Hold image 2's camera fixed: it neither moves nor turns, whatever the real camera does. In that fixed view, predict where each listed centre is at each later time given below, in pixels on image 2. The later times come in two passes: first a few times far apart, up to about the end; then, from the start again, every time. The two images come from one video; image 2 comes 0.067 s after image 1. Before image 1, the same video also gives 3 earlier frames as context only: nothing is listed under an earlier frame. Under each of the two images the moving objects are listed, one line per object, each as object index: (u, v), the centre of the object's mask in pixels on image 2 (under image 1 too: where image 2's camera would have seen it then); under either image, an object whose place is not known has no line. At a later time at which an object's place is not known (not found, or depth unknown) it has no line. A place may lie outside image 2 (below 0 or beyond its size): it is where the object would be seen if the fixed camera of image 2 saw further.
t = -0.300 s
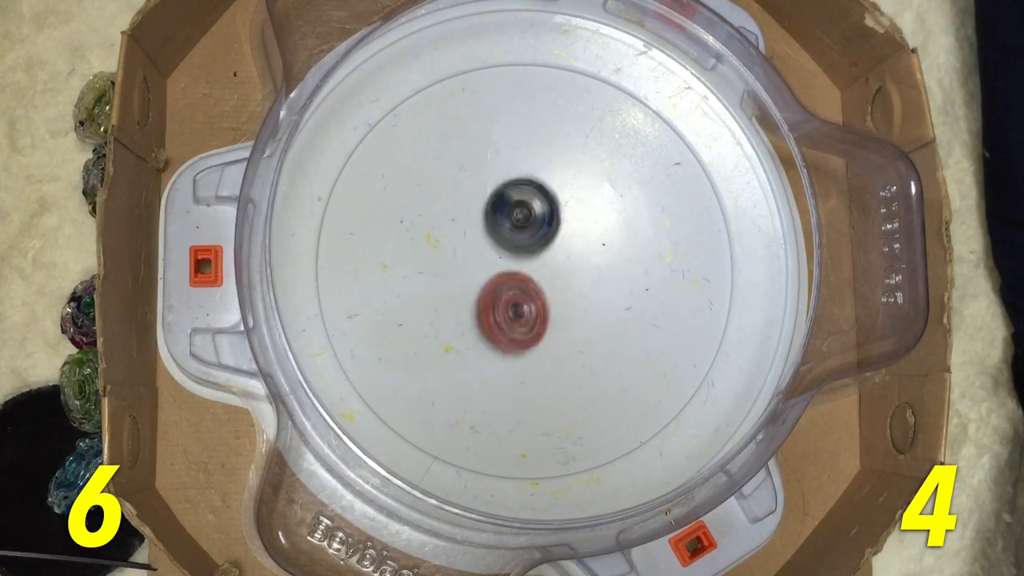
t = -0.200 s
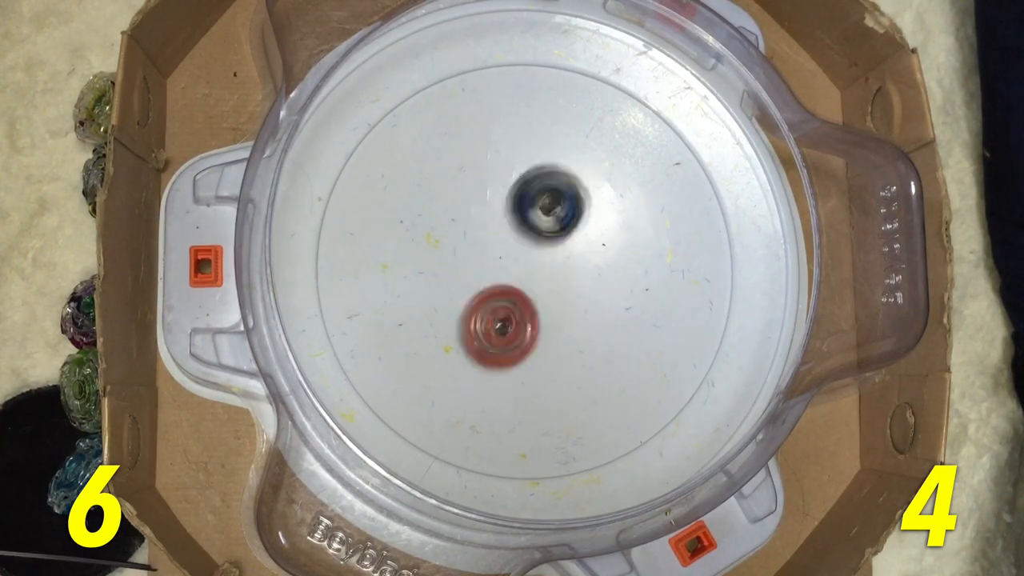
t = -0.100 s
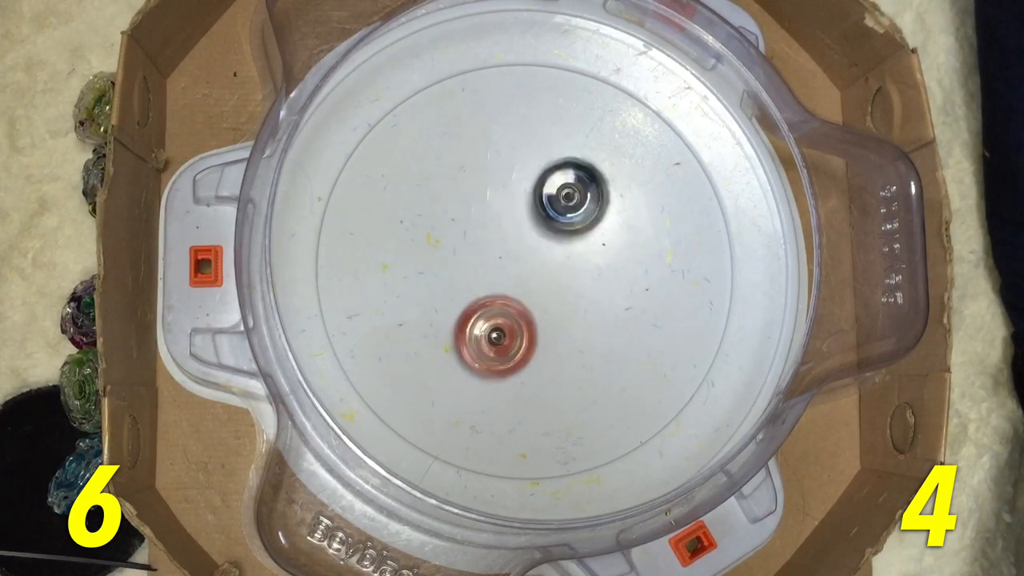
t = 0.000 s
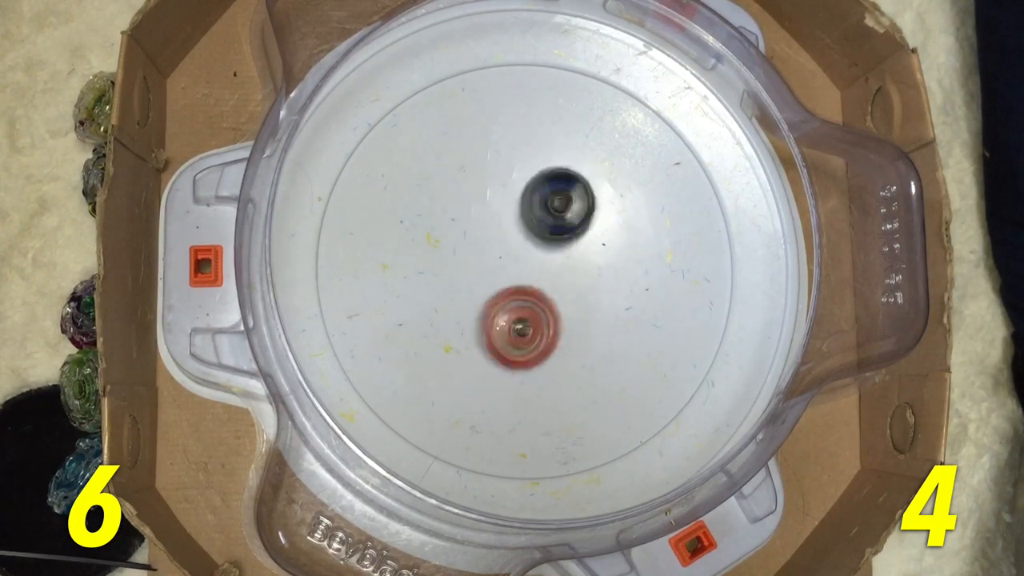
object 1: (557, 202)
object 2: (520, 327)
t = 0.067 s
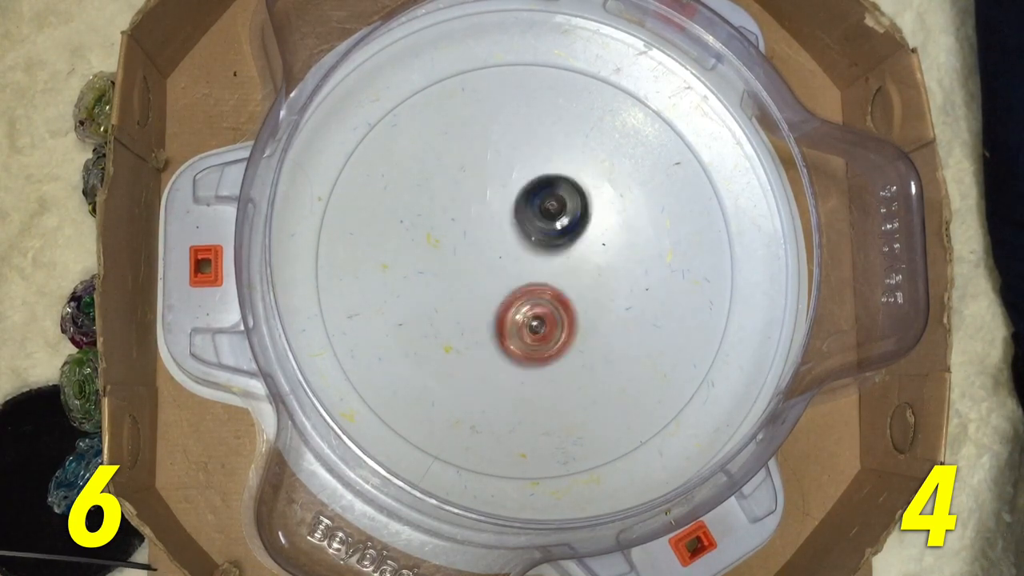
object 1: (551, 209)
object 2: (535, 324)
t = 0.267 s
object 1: (522, 229)
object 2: (579, 316)
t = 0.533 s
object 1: (495, 231)
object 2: (608, 302)
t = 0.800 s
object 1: (502, 244)
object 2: (595, 283)
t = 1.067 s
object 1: (478, 256)
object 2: (587, 255)
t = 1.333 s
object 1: (493, 255)
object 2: (582, 249)
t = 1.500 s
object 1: (492, 252)
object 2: (594, 254)
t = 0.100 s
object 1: (549, 206)
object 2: (541, 322)
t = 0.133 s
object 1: (543, 217)
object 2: (550, 322)
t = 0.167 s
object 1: (537, 216)
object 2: (557, 319)
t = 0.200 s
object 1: (533, 223)
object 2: (564, 319)
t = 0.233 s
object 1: (524, 224)
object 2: (572, 316)
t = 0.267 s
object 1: (522, 229)
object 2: (579, 316)
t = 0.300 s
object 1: (512, 230)
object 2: (589, 314)
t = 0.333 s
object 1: (511, 231)
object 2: (594, 312)
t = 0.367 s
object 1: (503, 233)
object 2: (601, 311)
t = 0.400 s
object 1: (501, 230)
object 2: (605, 308)
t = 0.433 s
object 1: (498, 233)
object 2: (607, 307)
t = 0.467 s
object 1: (496, 230)
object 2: (609, 305)
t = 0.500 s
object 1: (497, 233)
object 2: (607, 305)
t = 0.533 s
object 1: (495, 231)
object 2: (608, 302)
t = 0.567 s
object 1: (498, 235)
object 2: (605, 299)
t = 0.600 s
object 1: (494, 235)
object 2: (606, 298)
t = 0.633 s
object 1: (497, 236)
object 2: (604, 295)
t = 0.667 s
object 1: (494, 239)
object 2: (604, 294)
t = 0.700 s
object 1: (495, 236)
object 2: (605, 290)
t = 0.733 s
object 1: (497, 242)
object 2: (602, 290)
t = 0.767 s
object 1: (497, 239)
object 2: (600, 286)
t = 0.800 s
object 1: (502, 244)
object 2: (595, 283)
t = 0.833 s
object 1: (500, 247)
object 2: (592, 279)
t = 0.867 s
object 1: (505, 249)
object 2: (588, 272)
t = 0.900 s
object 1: (500, 254)
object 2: (585, 269)
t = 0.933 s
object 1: (497, 251)
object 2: (588, 266)
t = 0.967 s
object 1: (488, 255)
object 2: (588, 264)
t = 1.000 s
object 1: (484, 253)
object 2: (588, 259)
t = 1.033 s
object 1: (484, 258)
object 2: (587, 259)
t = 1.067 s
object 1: (478, 256)
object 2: (587, 255)
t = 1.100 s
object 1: (481, 256)
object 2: (587, 256)
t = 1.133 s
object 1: (480, 257)
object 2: (587, 255)
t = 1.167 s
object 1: (482, 254)
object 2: (584, 254)
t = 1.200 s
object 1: (484, 258)
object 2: (584, 254)
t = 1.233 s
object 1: (484, 256)
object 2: (582, 252)
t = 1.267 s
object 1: (490, 258)
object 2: (582, 251)
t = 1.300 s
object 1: (487, 259)
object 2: (581, 249)
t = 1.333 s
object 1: (493, 255)
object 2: (582, 249)
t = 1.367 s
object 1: (497, 260)
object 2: (581, 247)
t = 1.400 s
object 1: (498, 257)
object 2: (582, 247)
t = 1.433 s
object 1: (496, 256)
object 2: (590, 249)
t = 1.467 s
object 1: (490, 258)
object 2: (595, 253)
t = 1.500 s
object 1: (492, 252)
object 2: (594, 254)
